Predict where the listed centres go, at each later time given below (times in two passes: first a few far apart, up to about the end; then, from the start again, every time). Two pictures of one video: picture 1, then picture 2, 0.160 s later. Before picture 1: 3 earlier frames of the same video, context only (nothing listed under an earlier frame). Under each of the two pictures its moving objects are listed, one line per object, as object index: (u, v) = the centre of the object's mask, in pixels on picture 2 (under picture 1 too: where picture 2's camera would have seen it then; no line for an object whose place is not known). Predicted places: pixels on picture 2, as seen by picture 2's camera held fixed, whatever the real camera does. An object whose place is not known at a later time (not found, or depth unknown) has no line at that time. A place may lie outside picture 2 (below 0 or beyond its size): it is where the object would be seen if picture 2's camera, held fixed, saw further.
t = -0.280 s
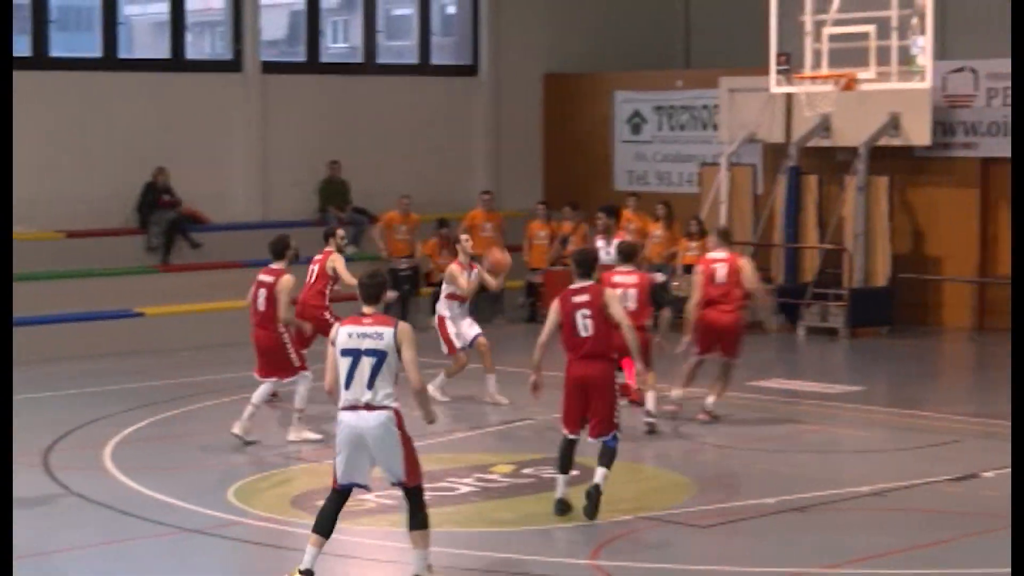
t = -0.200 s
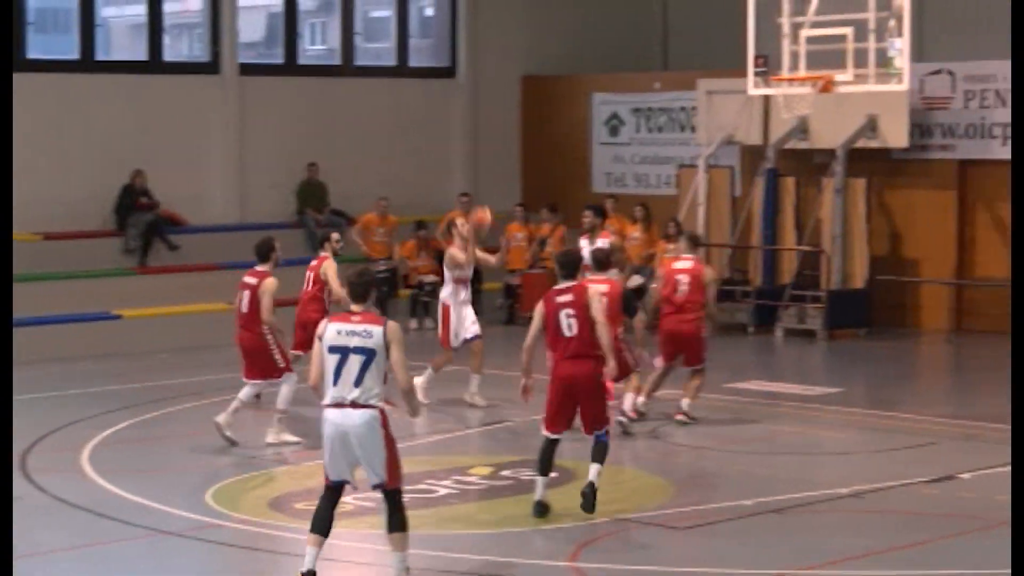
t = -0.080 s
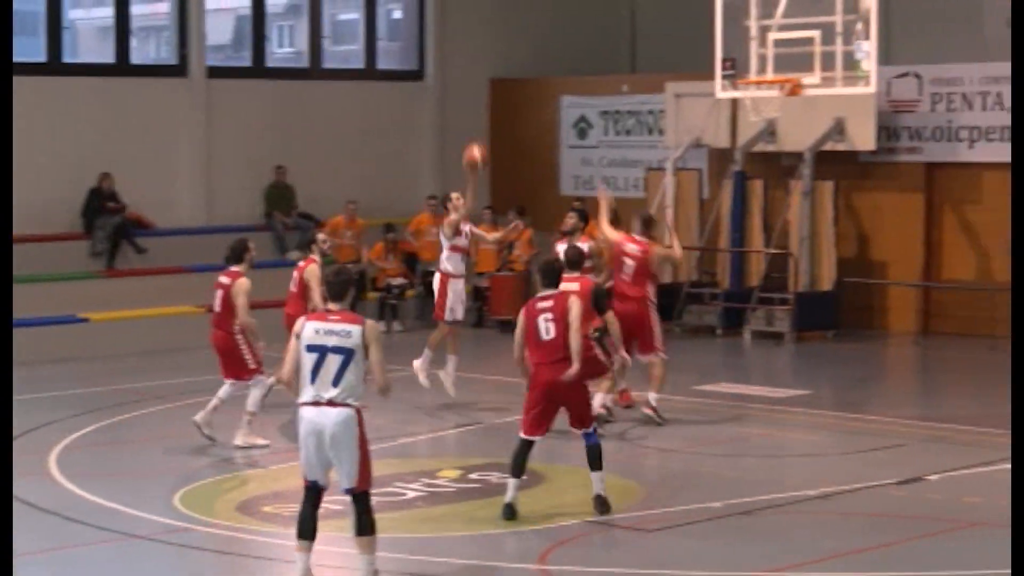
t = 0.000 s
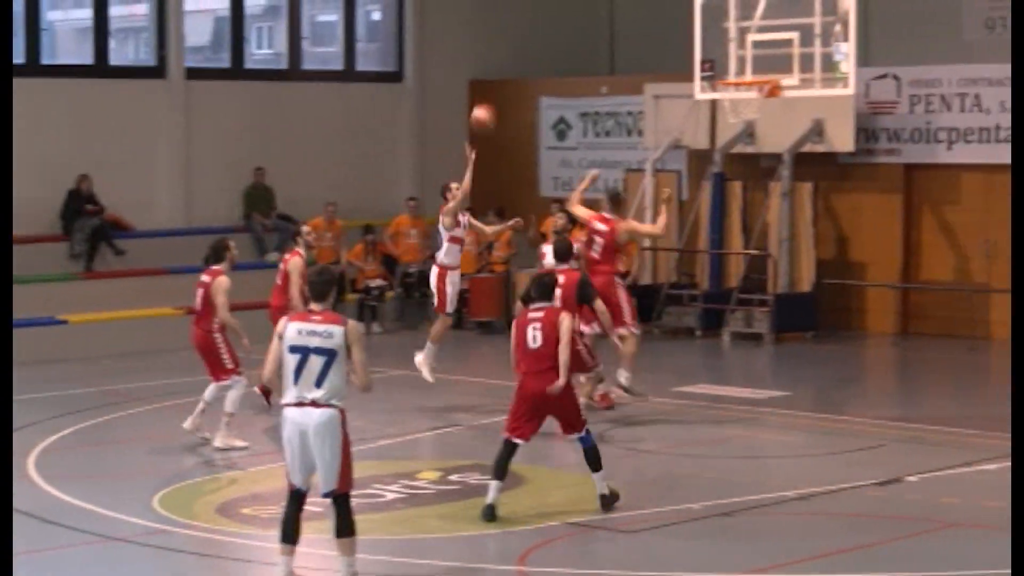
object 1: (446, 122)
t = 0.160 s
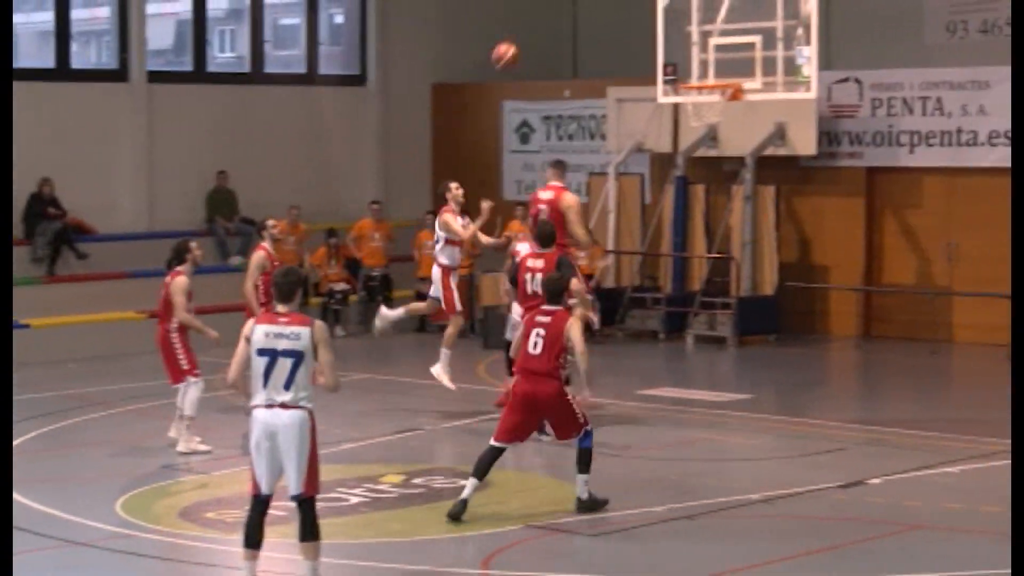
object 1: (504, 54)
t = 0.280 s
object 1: (549, 24)
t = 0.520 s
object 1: (641, 6)
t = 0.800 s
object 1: (701, 57)
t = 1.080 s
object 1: (702, 102)
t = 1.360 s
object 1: (709, 119)
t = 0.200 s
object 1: (520, 43)
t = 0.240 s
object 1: (534, 32)
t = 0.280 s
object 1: (549, 24)
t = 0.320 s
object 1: (564, 17)
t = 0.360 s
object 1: (579, 11)
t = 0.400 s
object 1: (595, 8)
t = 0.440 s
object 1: (609, 7)
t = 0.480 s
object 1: (625, 5)
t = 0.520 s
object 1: (641, 6)
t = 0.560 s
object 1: (655, 7)
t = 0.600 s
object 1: (673, 12)
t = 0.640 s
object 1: (686, 20)
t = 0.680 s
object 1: (690, 28)
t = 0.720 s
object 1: (694, 36)
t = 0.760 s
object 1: (697, 45)
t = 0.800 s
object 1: (701, 57)
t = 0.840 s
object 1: (705, 71)
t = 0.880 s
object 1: (708, 88)
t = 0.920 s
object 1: (712, 103)
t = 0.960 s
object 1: (710, 103)
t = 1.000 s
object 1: (707, 100)
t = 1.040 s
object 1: (703, 101)
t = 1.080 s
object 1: (702, 102)
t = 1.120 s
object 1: (699, 103)
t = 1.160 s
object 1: (697, 105)
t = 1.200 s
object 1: (696, 109)
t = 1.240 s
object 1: (698, 112)
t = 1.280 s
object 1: (702, 115)
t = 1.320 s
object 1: (706, 117)
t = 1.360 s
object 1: (709, 119)
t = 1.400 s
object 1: (711, 120)
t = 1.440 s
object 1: (713, 123)
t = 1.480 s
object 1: (715, 126)
